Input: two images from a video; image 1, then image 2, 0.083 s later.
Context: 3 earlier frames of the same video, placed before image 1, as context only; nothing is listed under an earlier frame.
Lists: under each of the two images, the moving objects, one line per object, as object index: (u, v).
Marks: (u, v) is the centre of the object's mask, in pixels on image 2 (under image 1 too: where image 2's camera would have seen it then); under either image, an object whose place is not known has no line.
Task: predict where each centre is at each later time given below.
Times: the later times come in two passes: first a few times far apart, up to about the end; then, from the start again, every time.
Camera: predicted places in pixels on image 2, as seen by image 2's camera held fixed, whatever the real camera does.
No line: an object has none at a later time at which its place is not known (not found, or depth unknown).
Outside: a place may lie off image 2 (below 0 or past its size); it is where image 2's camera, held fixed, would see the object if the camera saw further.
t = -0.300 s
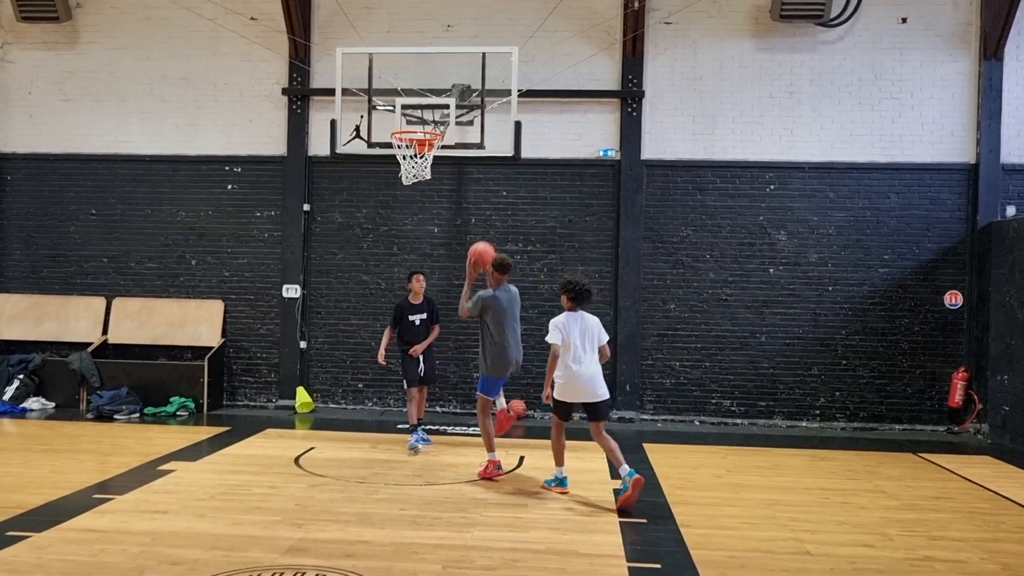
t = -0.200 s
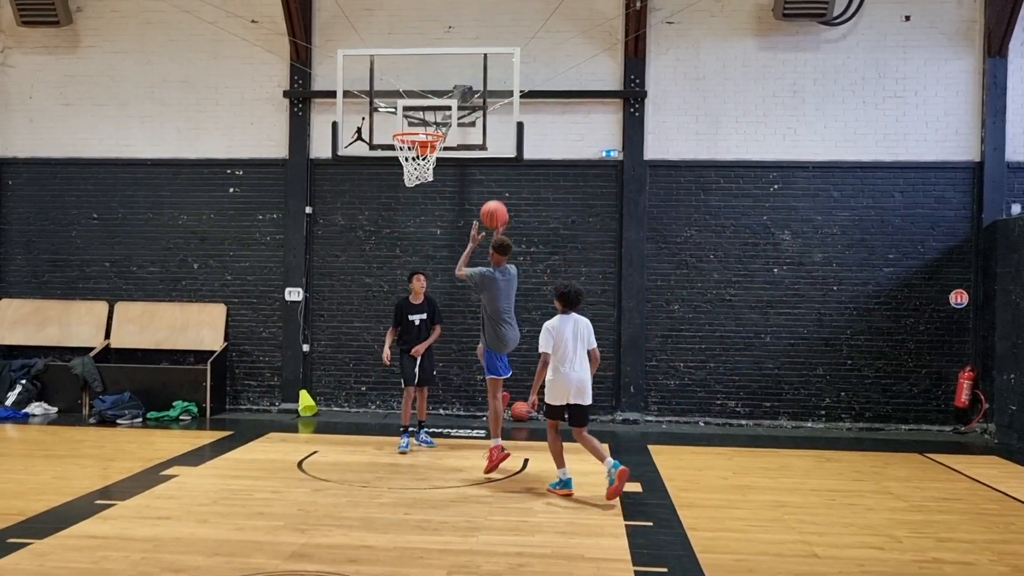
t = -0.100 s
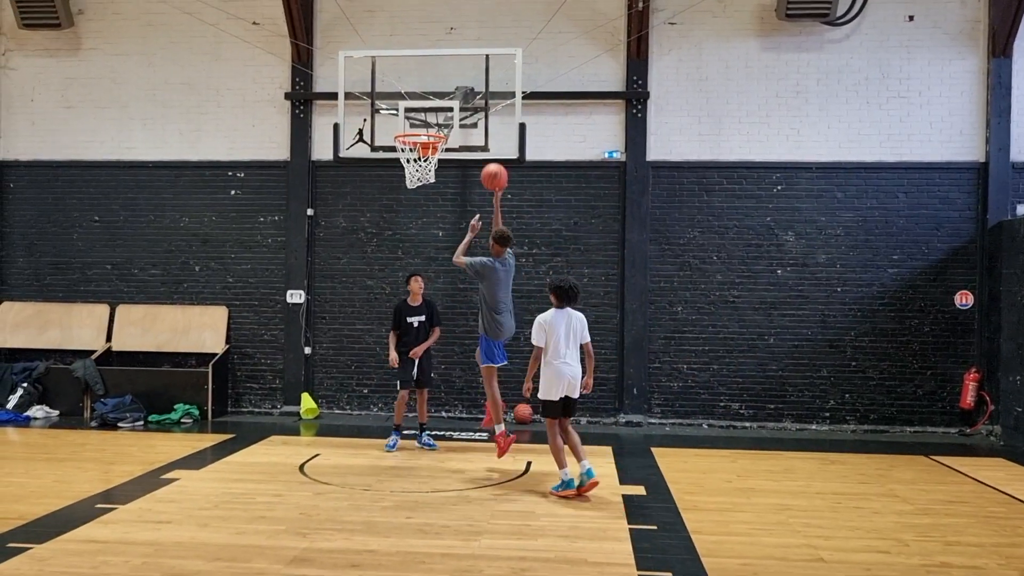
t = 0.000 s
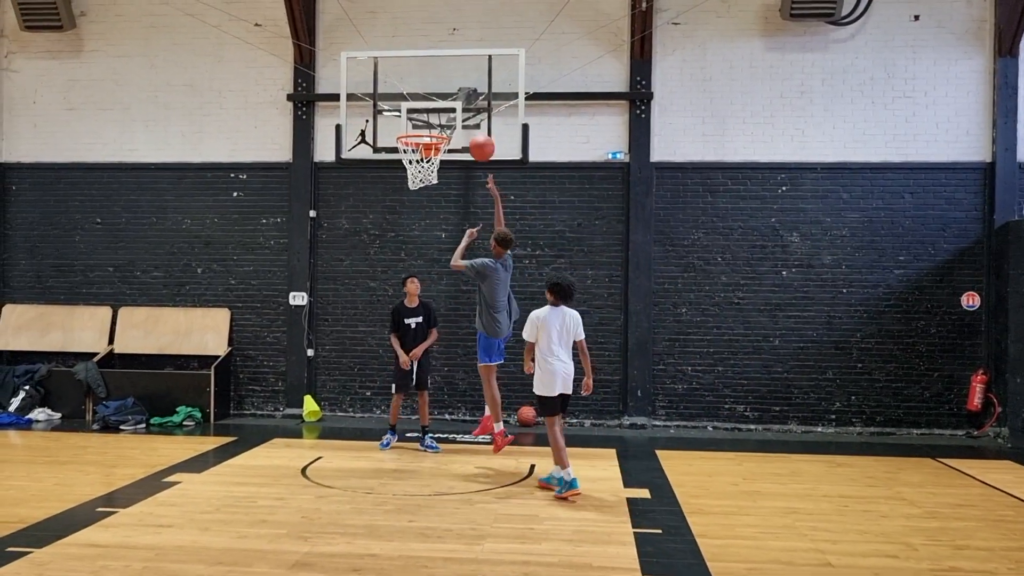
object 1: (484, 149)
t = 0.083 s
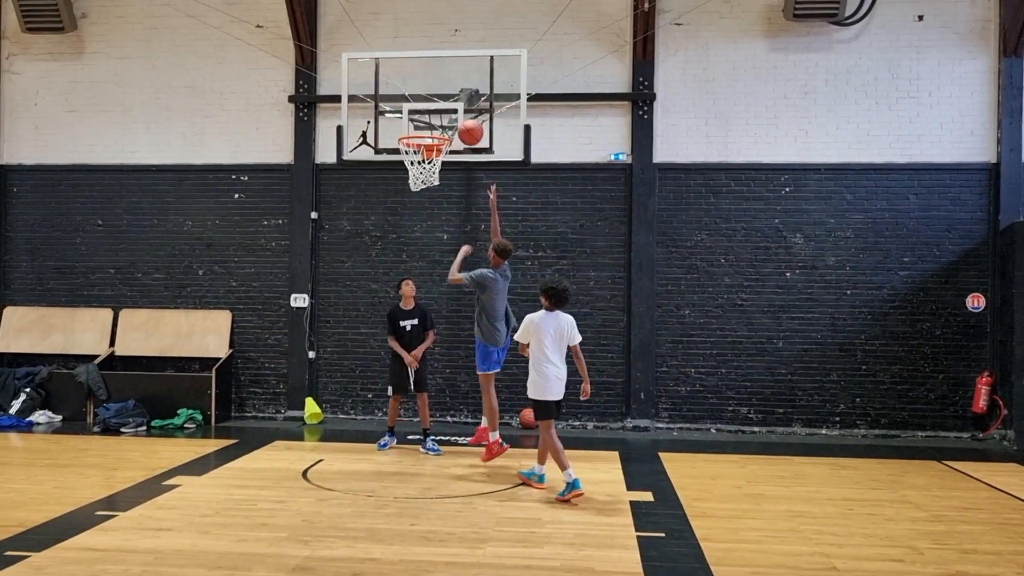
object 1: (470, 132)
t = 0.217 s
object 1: (451, 120)
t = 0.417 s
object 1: (424, 123)
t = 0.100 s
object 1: (468, 130)
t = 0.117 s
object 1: (465, 128)
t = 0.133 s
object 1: (463, 126)
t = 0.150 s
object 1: (460, 124)
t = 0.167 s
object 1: (458, 123)
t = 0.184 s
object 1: (455, 122)
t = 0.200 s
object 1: (453, 121)
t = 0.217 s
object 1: (451, 120)
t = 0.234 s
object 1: (449, 119)
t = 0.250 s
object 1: (447, 118)
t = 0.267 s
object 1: (444, 118)
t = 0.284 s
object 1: (442, 118)
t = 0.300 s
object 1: (440, 117)
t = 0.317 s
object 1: (438, 117)
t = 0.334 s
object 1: (436, 118)
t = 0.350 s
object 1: (434, 118)
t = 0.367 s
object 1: (431, 120)
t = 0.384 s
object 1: (429, 121)
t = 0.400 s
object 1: (427, 122)
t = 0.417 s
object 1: (424, 123)
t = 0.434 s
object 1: (422, 125)
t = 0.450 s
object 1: (420, 126)
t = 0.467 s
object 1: (418, 131)
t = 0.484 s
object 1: (415, 136)
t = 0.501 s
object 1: (413, 140)
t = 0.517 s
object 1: (409, 146)
